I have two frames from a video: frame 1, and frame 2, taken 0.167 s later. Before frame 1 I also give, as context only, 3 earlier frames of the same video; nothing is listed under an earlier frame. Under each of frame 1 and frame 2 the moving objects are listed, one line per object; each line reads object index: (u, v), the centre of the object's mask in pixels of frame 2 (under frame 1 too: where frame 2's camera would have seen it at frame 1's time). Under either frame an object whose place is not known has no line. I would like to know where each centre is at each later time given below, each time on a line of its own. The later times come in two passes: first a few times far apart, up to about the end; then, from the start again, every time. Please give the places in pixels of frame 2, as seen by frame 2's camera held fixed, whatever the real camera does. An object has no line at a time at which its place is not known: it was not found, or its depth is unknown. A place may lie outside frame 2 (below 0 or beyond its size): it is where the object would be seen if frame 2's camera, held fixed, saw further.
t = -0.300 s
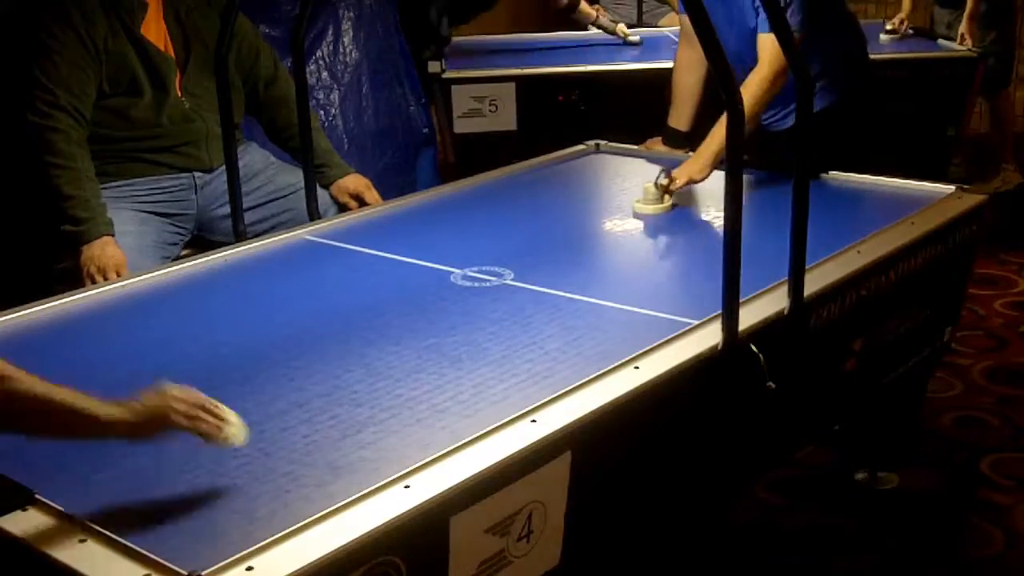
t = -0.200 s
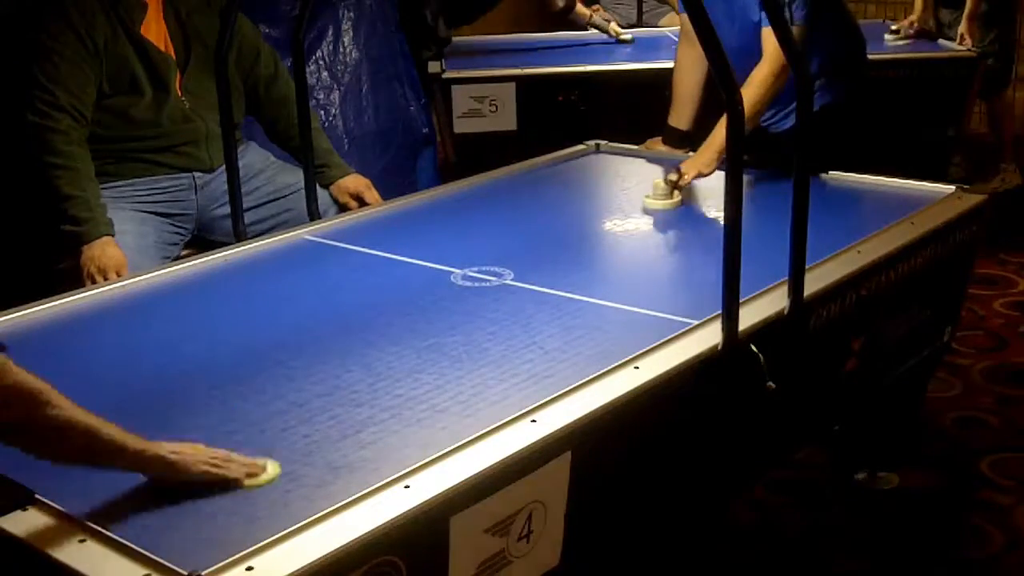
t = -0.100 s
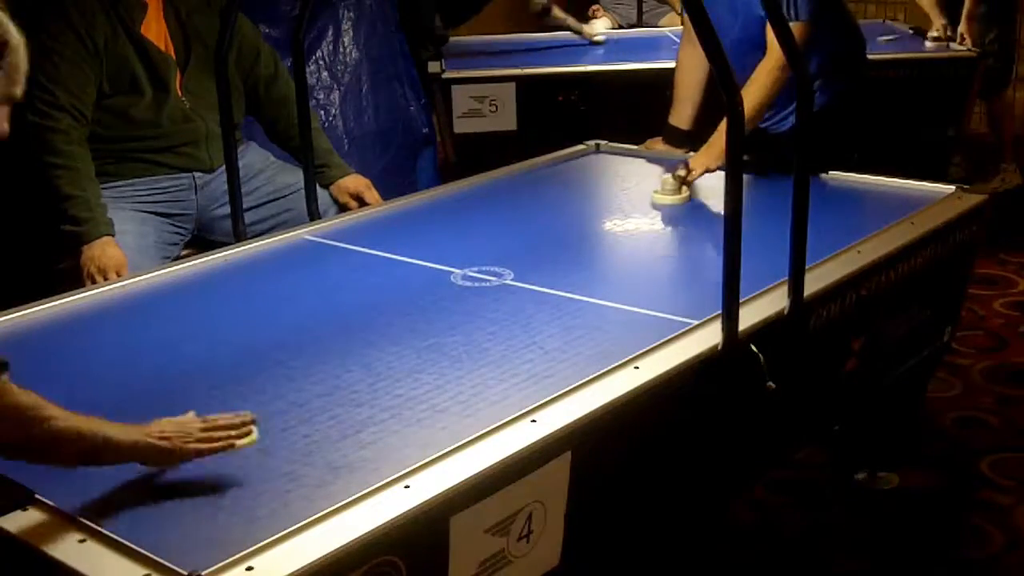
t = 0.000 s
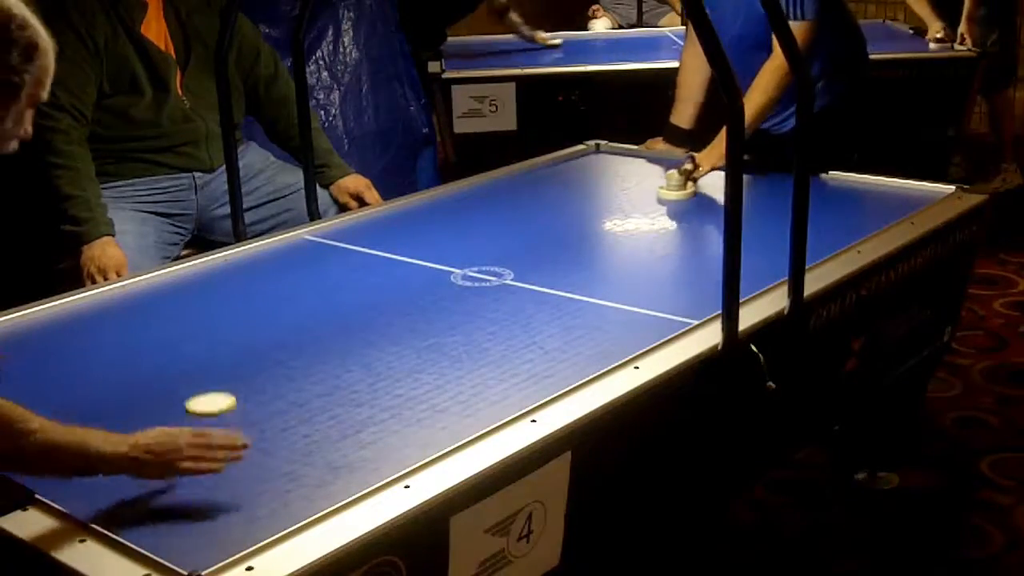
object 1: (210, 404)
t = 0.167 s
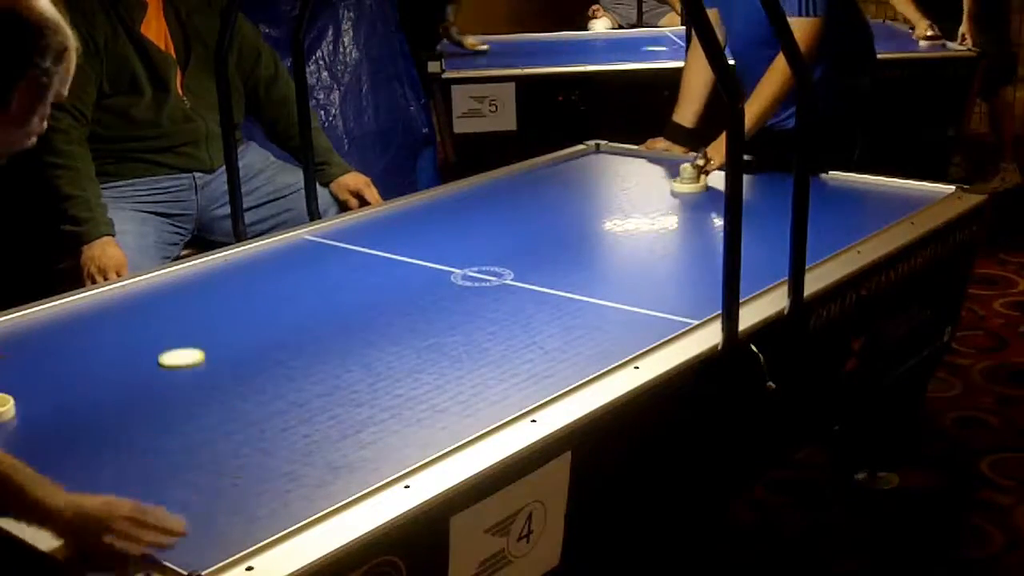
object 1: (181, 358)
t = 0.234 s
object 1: (171, 342)
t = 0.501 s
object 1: (151, 293)
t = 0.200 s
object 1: (176, 350)
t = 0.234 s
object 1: (171, 342)
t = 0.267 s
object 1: (166, 334)
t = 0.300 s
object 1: (162, 327)
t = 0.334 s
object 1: (157, 319)
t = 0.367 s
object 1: (153, 313)
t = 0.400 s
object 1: (149, 306)
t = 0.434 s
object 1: (144, 300)
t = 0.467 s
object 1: (140, 293)
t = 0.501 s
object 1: (151, 293)
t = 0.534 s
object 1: (167, 295)
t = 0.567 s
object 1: (184, 296)
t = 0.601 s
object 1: (201, 298)
